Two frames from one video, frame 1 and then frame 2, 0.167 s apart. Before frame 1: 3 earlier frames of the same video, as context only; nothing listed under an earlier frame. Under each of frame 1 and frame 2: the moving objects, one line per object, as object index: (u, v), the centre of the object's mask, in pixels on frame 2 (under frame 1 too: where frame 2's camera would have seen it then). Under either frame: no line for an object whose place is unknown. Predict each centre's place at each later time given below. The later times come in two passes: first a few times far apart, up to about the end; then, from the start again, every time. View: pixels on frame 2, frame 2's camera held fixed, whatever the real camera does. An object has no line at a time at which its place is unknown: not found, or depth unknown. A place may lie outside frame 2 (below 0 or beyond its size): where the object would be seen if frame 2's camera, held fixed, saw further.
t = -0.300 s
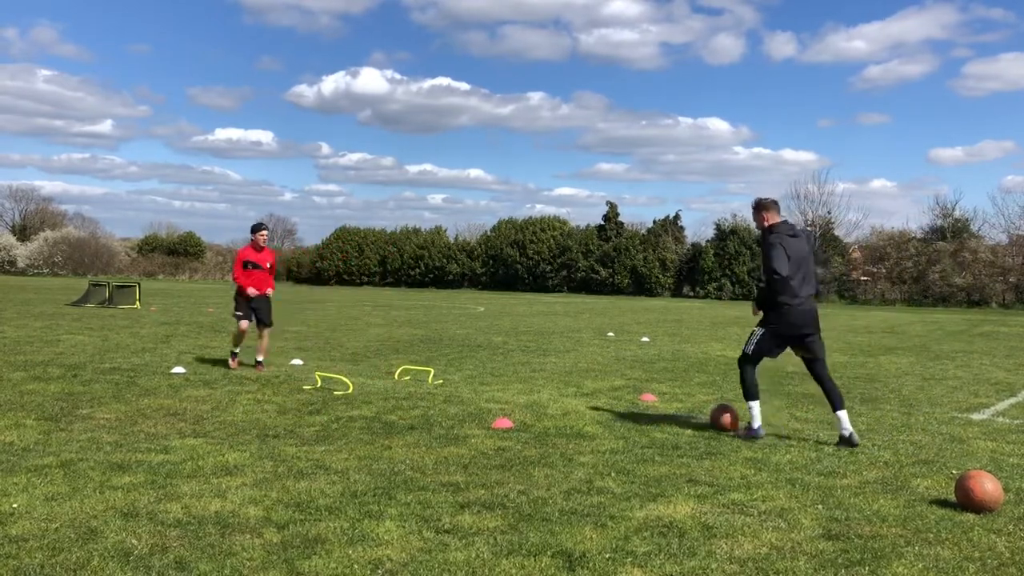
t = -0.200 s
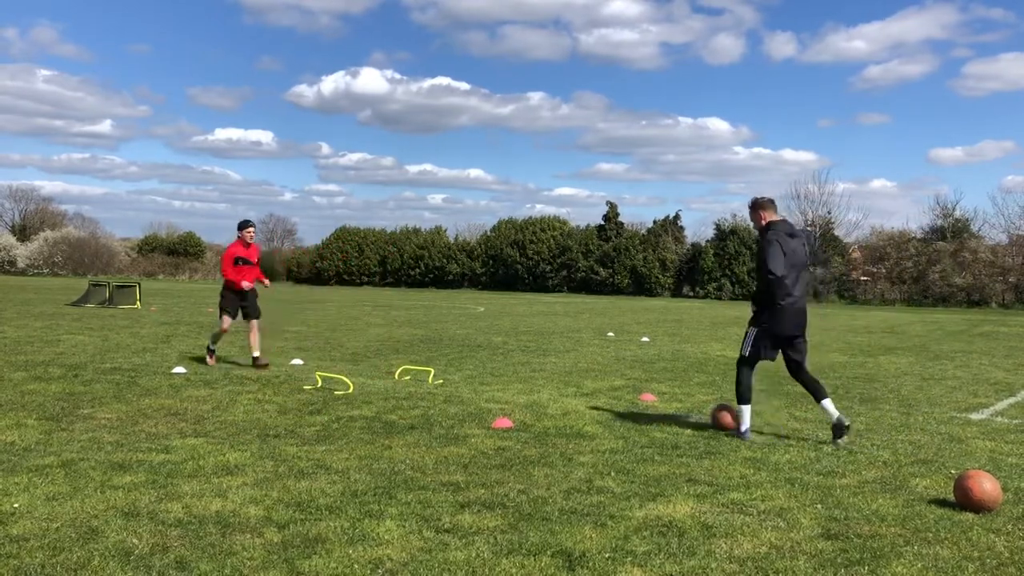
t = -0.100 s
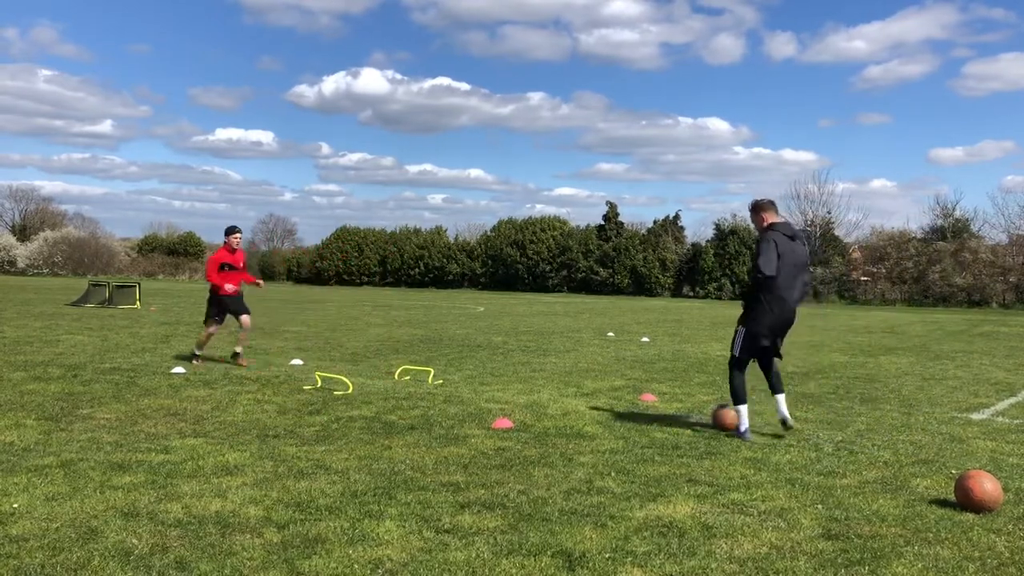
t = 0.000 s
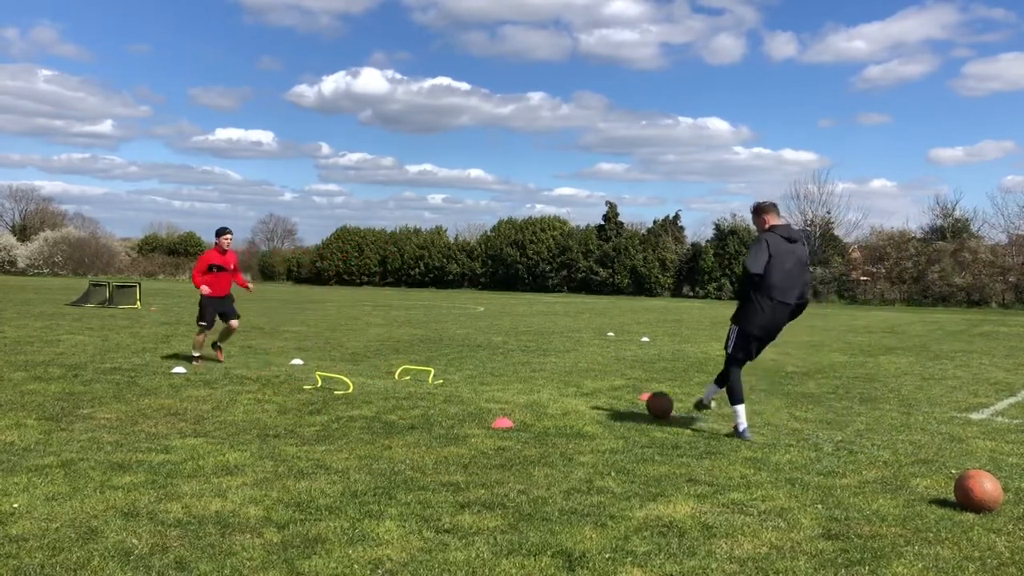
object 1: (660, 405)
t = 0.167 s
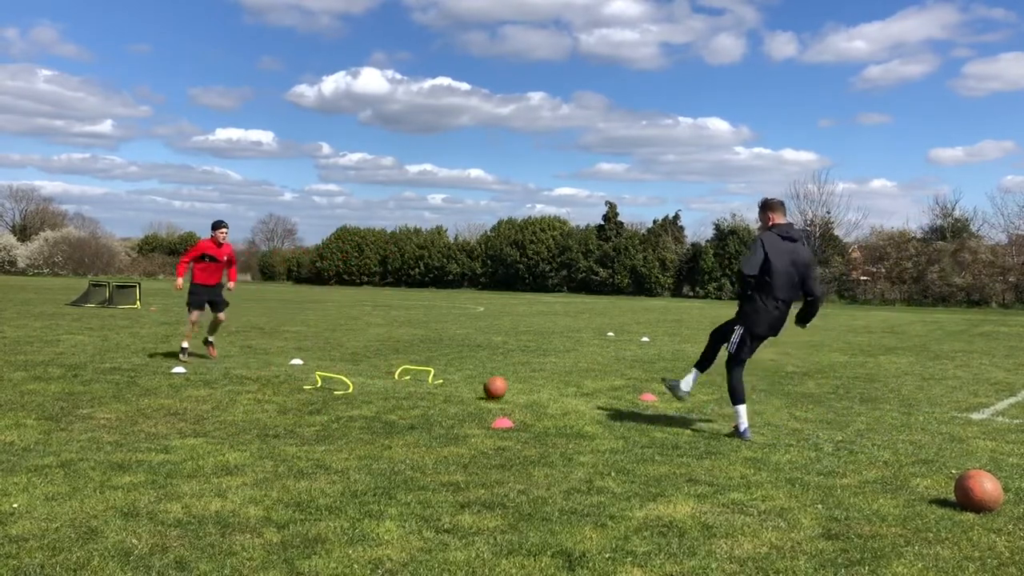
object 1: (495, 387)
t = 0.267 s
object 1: (422, 379)
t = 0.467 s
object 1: (310, 368)
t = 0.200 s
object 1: (467, 387)
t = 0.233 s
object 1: (444, 383)
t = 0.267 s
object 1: (422, 379)
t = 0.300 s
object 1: (401, 375)
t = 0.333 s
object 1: (381, 373)
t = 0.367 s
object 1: (362, 370)
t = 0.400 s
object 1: (344, 369)
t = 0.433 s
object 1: (327, 370)
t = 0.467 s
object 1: (310, 368)
